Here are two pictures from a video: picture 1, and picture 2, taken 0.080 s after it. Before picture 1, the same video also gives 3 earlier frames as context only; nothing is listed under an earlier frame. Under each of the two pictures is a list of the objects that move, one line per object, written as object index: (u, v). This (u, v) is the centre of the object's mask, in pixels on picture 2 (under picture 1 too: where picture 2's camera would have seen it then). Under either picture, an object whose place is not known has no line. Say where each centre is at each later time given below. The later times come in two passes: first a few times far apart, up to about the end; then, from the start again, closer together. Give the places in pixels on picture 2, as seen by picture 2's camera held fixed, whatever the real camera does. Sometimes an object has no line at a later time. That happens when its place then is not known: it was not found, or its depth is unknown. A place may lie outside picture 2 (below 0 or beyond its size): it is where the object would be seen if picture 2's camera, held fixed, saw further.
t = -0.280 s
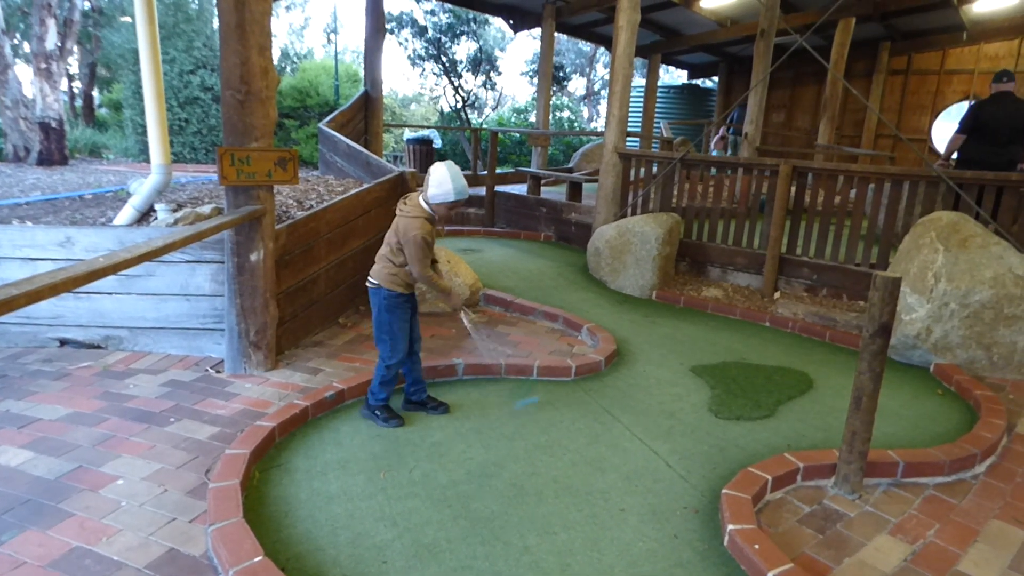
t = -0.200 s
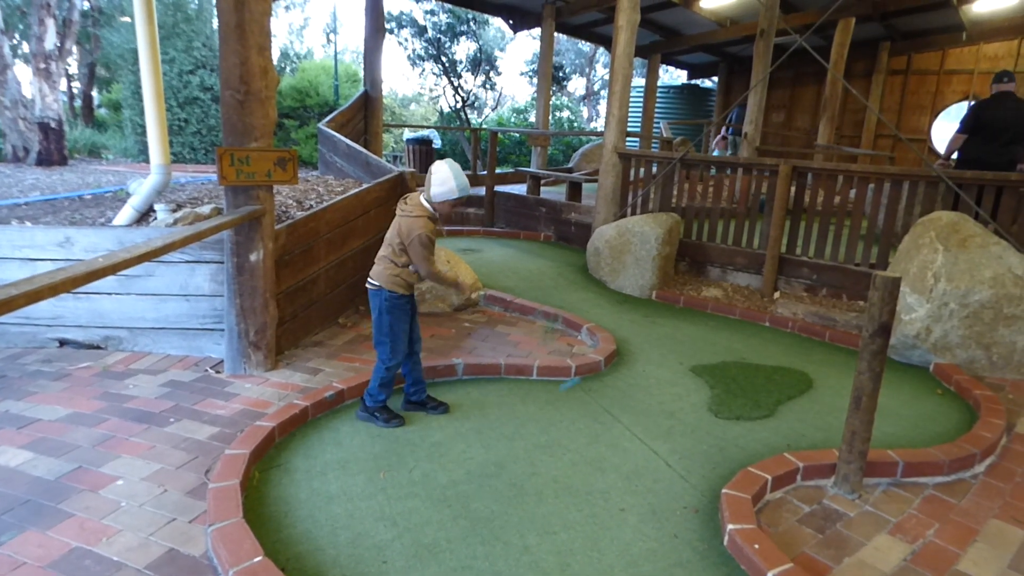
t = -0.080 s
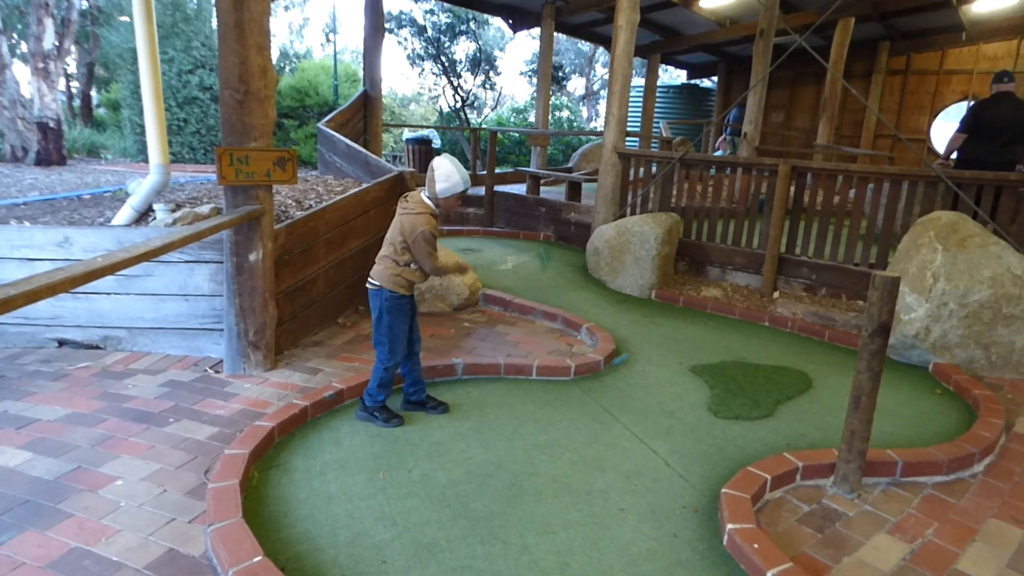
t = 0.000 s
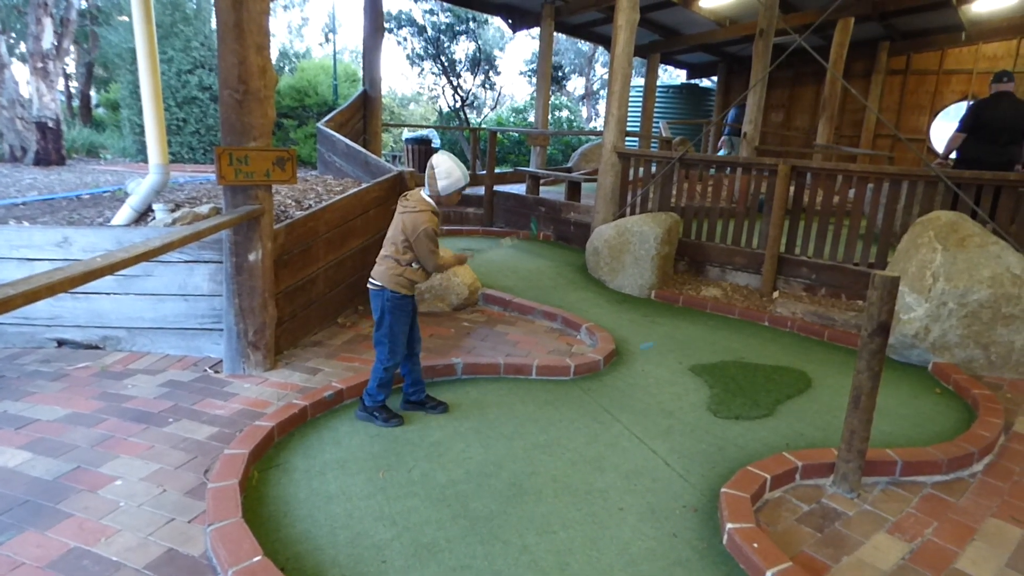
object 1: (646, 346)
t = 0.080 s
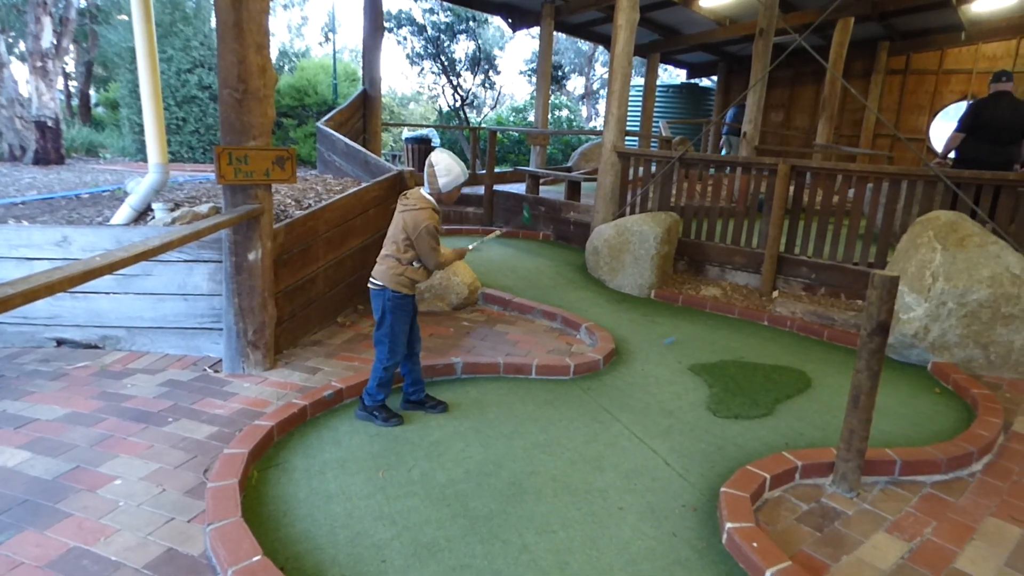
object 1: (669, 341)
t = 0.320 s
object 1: (728, 319)
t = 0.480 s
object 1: (727, 312)
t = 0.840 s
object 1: (685, 356)
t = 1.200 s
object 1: (652, 396)
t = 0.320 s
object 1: (728, 319)
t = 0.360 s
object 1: (736, 314)
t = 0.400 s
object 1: (736, 313)
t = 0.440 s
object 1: (732, 311)
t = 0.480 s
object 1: (727, 312)
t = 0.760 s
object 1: (693, 343)
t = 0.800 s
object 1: (689, 349)
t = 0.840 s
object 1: (685, 356)
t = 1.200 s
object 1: (652, 396)
